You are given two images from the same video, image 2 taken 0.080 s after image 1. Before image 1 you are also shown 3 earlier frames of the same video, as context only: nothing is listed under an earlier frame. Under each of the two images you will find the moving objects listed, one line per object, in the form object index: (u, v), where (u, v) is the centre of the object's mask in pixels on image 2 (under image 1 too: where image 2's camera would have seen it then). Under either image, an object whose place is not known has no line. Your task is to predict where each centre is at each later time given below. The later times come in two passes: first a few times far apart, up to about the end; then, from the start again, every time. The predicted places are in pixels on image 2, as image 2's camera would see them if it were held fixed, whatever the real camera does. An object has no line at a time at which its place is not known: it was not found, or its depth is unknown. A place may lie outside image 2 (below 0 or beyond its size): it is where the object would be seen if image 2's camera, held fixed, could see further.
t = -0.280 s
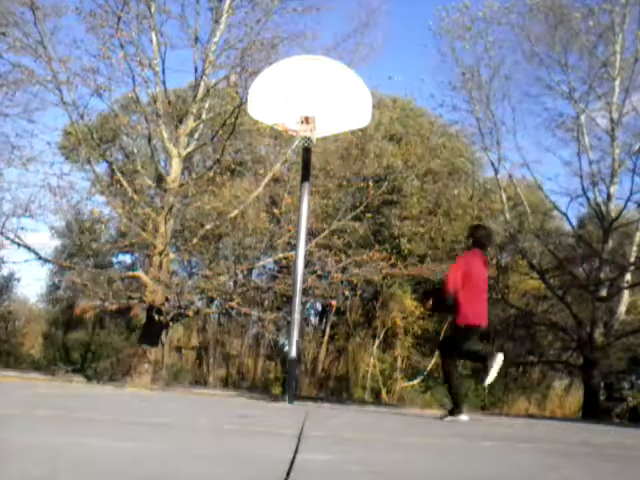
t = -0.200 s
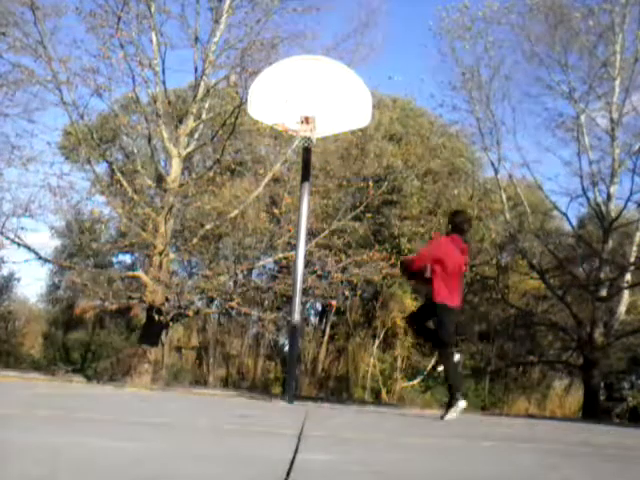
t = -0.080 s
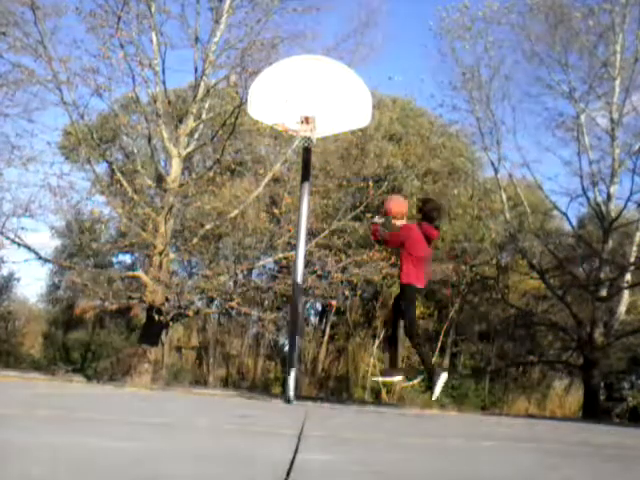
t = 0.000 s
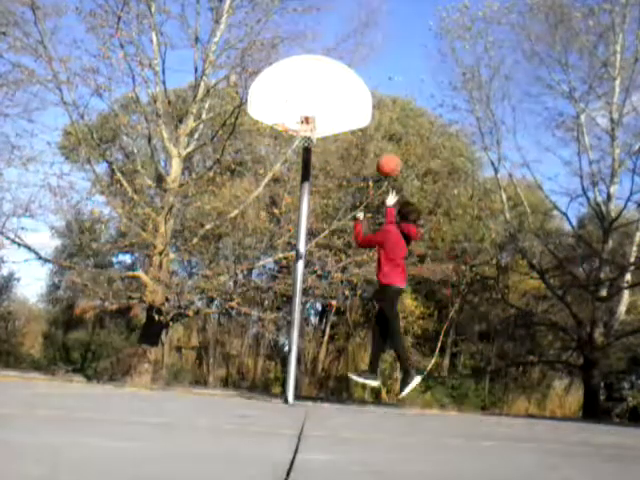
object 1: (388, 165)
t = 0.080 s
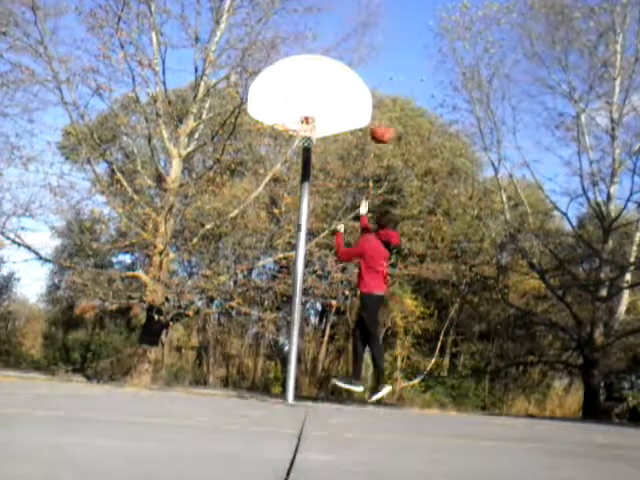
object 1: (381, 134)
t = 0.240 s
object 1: (371, 85)
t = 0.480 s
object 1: (351, 59)
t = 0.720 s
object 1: (329, 84)
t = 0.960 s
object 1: (306, 87)
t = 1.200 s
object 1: (279, 96)
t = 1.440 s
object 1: (249, 140)
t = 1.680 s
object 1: (216, 240)
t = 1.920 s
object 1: (179, 374)
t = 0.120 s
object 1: (380, 120)
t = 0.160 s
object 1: (375, 105)
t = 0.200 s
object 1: (373, 94)
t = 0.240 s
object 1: (371, 85)
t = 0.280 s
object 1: (367, 77)
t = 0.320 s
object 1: (364, 72)
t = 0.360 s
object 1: (360, 66)
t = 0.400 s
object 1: (357, 62)
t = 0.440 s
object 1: (354, 61)
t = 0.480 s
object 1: (351, 59)
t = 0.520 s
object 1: (350, 60)
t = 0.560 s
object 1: (343, 62)
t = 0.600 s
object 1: (341, 66)
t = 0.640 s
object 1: (337, 70)
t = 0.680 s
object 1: (334, 76)
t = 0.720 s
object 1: (329, 84)
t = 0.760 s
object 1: (326, 93)
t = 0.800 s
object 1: (323, 103)
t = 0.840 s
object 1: (319, 100)
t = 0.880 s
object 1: (314, 94)
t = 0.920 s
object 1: (310, 90)
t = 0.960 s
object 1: (306, 87)
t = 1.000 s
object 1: (301, 86)
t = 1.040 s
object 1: (295, 86)
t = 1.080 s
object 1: (292, 86)
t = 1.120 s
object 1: (288, 88)
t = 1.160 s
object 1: (283, 91)
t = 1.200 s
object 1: (279, 96)
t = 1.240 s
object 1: (273, 102)
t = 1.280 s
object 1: (268, 109)
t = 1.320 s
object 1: (264, 114)
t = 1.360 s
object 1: (259, 122)
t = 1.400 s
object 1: (254, 131)
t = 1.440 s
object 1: (249, 140)
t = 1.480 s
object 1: (245, 155)
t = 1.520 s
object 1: (241, 167)
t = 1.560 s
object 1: (235, 184)
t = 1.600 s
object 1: (228, 200)
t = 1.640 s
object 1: (224, 220)
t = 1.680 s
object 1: (216, 240)
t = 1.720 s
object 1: (211, 265)
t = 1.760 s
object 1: (203, 290)
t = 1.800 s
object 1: (199, 316)
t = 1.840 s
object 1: (189, 344)
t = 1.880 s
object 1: (181, 379)
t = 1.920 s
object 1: (179, 374)
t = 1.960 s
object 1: (177, 355)
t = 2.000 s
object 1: (174, 336)
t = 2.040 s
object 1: (174, 319)
